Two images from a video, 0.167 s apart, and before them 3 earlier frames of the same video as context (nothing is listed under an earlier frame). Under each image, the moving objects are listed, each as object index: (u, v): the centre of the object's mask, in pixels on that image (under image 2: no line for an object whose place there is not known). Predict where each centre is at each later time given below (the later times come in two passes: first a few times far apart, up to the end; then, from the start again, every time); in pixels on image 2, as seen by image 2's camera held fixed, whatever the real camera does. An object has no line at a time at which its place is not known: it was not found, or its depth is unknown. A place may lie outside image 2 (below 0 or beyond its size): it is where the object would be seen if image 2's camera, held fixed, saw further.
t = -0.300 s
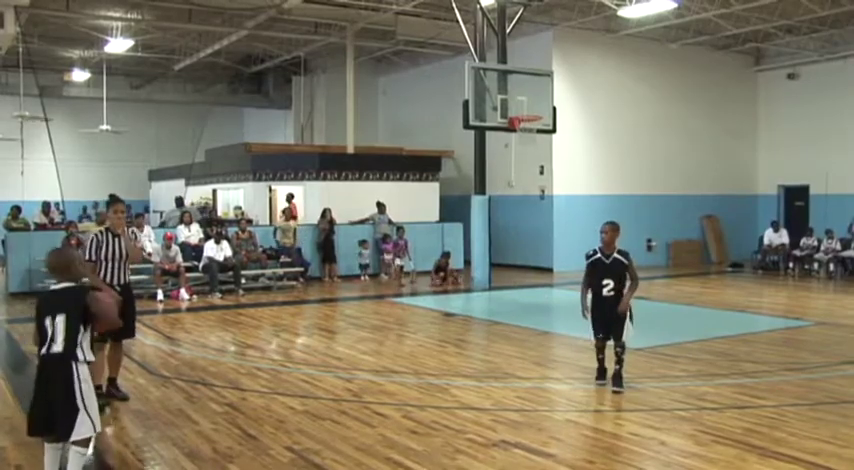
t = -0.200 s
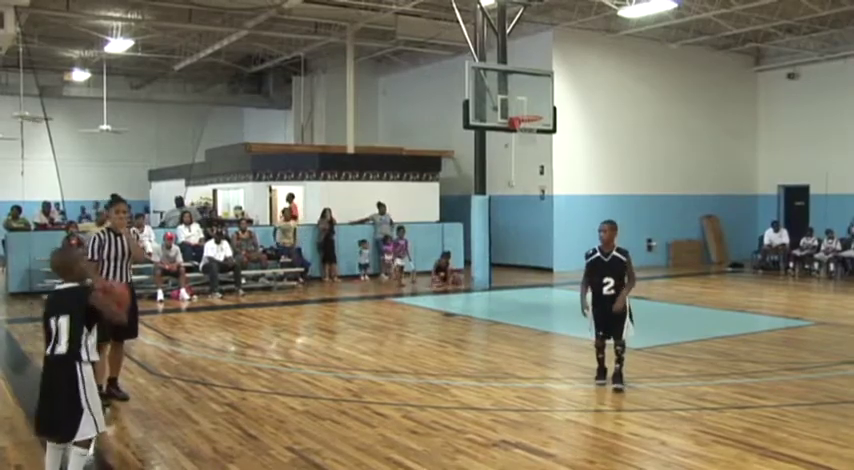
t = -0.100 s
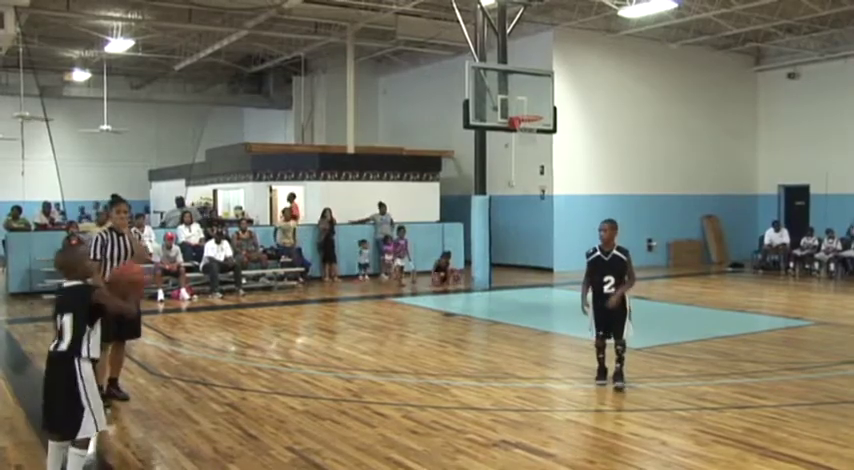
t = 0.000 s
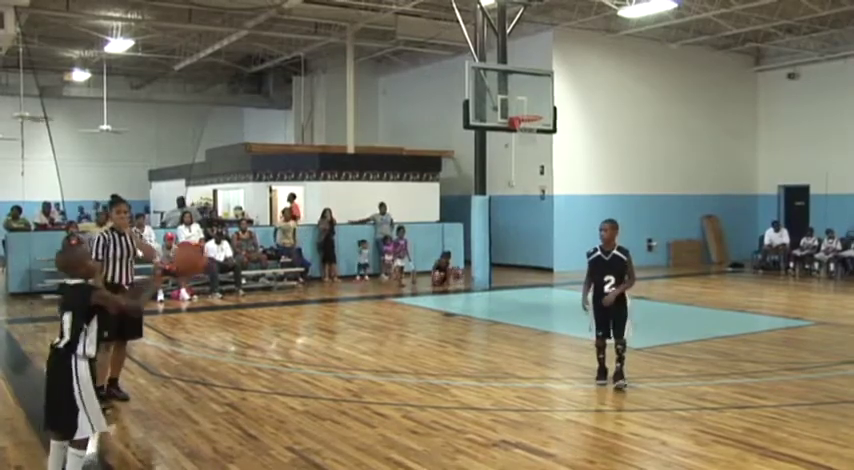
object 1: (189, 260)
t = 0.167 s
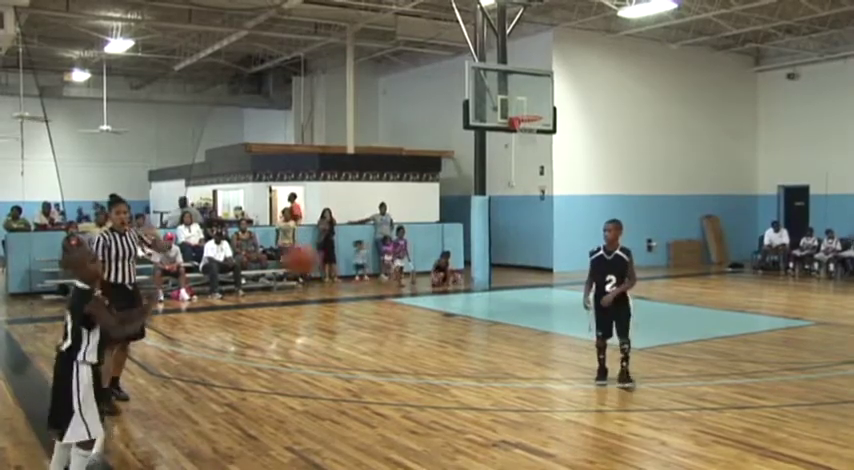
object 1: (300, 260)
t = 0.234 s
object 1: (339, 270)
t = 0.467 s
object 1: (458, 344)
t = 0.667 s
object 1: (525, 356)
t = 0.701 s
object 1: (531, 343)
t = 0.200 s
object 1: (322, 266)
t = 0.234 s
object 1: (339, 270)
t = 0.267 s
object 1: (359, 278)
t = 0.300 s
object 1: (378, 287)
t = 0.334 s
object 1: (395, 295)
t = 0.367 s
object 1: (411, 306)
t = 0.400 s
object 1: (429, 320)
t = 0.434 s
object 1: (445, 330)
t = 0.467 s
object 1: (458, 344)
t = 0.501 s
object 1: (476, 360)
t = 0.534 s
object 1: (490, 374)
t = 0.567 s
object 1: (503, 390)
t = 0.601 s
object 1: (511, 385)
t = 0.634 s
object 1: (518, 371)
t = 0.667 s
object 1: (525, 356)
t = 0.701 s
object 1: (531, 343)
